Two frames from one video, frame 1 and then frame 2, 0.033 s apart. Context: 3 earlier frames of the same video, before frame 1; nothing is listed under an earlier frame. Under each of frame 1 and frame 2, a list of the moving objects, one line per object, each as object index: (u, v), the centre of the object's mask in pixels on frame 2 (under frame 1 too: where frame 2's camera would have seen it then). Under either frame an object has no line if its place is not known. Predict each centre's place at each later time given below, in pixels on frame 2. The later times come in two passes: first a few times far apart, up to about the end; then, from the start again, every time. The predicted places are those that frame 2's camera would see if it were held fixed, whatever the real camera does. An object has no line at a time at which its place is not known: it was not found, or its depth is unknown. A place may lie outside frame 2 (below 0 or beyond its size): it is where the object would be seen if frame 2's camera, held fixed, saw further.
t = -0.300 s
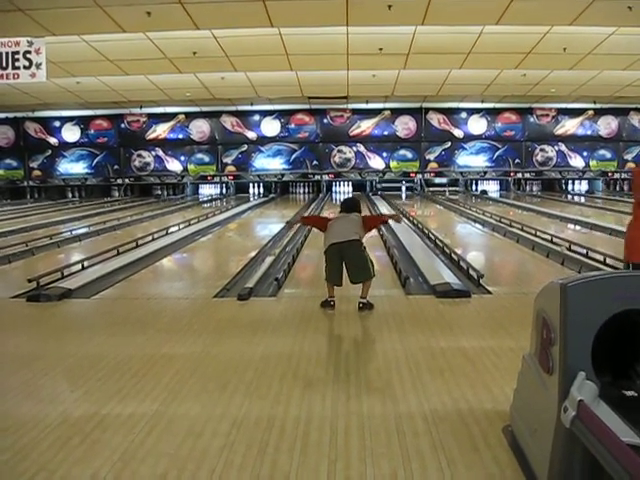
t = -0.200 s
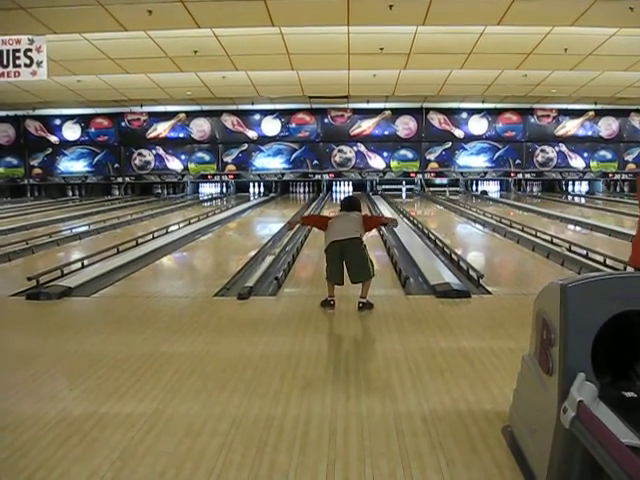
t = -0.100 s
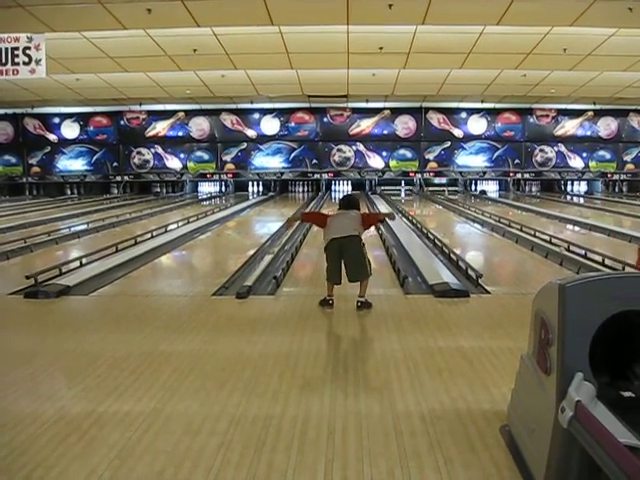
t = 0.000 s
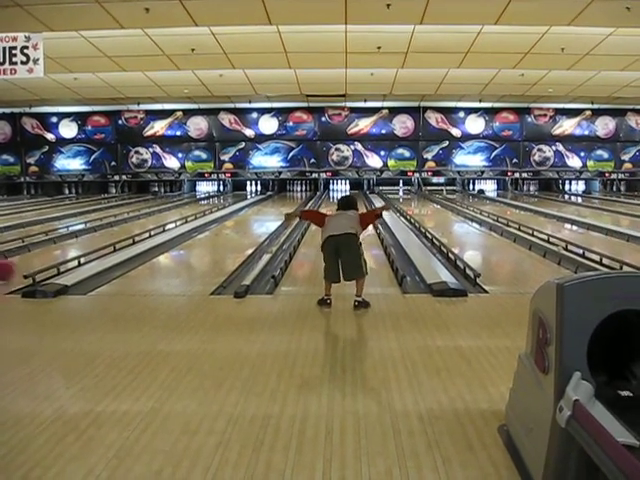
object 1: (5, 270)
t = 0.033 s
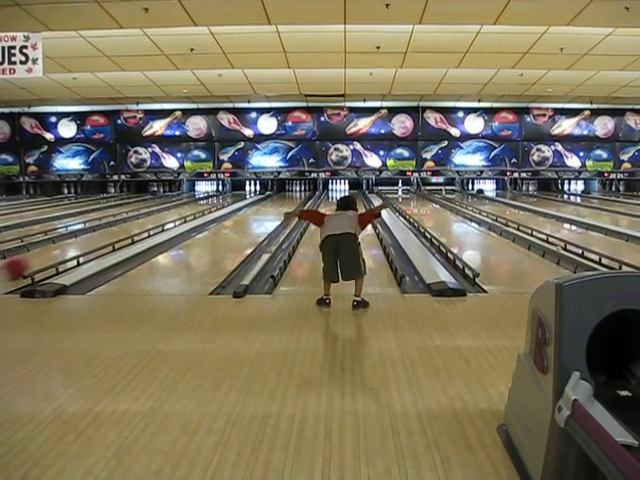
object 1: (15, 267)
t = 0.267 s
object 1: (86, 244)
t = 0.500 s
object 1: (131, 231)
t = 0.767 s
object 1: (160, 221)
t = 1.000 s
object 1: (178, 214)
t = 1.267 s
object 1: (194, 208)
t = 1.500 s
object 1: (205, 204)
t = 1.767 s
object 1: (215, 199)
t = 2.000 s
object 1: (221, 198)
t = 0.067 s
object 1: (27, 265)
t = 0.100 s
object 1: (39, 259)
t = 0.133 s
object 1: (49, 256)
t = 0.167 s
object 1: (59, 253)
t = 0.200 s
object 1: (68, 250)
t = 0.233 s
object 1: (78, 247)
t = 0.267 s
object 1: (86, 244)
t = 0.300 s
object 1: (93, 242)
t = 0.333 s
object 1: (101, 240)
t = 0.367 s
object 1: (108, 238)
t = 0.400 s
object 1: (114, 235)
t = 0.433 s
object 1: (120, 234)
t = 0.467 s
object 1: (126, 233)
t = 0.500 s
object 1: (131, 231)
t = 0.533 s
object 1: (135, 229)
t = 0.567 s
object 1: (140, 228)
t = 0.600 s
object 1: (143, 227)
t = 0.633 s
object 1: (147, 225)
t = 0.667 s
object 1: (150, 224)
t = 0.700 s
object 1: (154, 223)
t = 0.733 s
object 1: (157, 222)
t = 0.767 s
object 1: (160, 221)
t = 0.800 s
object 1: (163, 220)
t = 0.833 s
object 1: (165, 219)
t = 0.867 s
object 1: (168, 217)
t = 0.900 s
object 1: (171, 217)
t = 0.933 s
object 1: (174, 216)
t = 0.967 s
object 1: (176, 215)
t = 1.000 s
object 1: (178, 214)
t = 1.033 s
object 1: (181, 213)
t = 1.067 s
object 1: (183, 213)
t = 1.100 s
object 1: (184, 211)
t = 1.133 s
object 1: (186, 211)
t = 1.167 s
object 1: (189, 210)
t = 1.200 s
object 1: (190, 209)
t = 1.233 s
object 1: (192, 208)
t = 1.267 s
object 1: (194, 208)
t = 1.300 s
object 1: (196, 207)
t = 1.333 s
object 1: (197, 207)
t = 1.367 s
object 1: (199, 207)
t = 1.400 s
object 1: (200, 206)
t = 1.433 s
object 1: (201, 205)
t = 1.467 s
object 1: (204, 204)
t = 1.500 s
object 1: (205, 204)
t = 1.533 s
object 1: (206, 203)
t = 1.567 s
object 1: (208, 203)
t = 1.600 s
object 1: (208, 203)
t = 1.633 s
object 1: (210, 202)
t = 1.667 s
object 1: (211, 201)
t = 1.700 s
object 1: (212, 200)
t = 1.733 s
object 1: (214, 200)
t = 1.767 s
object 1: (215, 199)
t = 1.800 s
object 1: (215, 200)
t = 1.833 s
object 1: (217, 199)
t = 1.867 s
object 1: (217, 199)
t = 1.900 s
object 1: (218, 199)
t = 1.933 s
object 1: (219, 199)
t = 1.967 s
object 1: (220, 198)
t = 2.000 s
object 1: (221, 198)
